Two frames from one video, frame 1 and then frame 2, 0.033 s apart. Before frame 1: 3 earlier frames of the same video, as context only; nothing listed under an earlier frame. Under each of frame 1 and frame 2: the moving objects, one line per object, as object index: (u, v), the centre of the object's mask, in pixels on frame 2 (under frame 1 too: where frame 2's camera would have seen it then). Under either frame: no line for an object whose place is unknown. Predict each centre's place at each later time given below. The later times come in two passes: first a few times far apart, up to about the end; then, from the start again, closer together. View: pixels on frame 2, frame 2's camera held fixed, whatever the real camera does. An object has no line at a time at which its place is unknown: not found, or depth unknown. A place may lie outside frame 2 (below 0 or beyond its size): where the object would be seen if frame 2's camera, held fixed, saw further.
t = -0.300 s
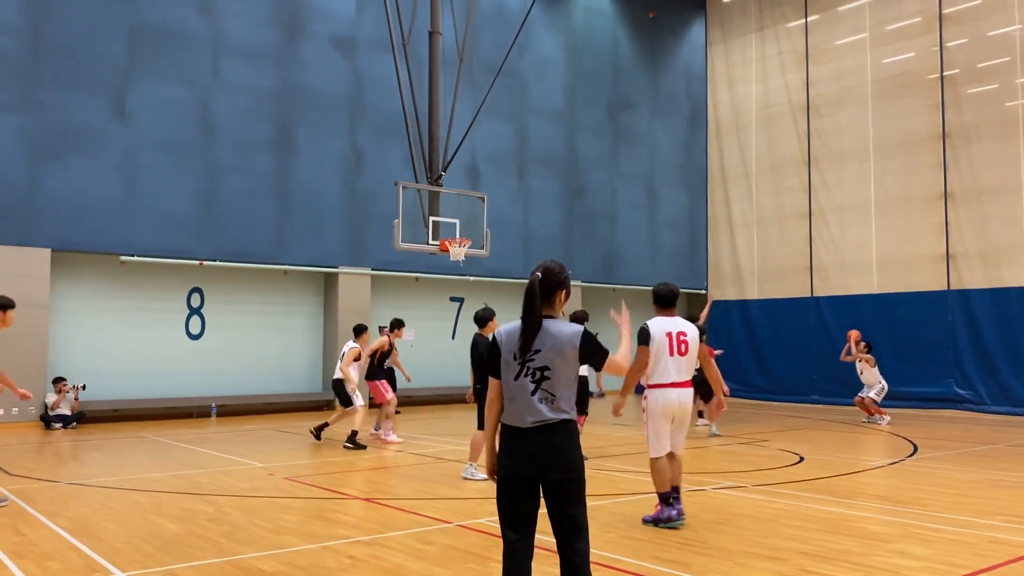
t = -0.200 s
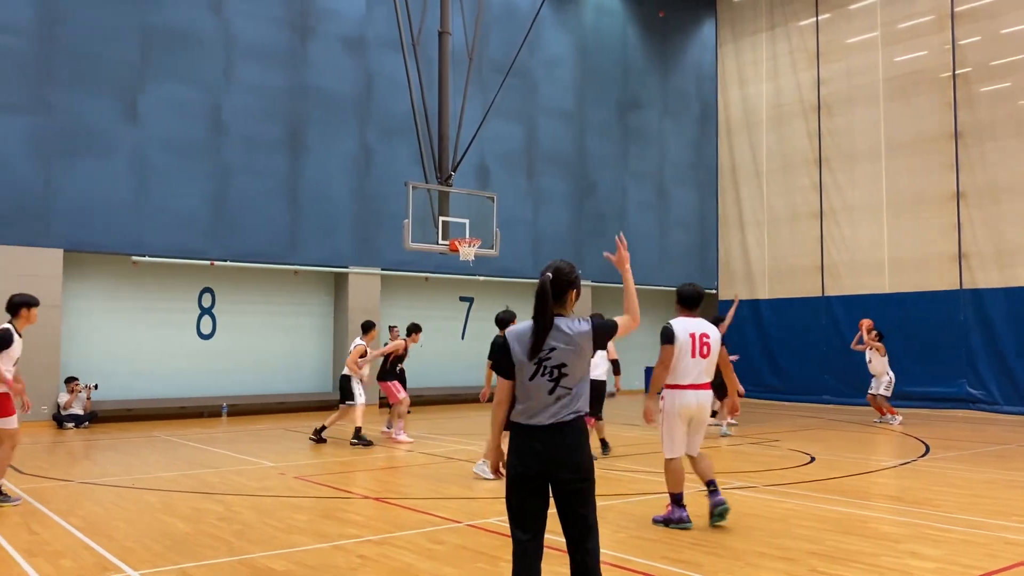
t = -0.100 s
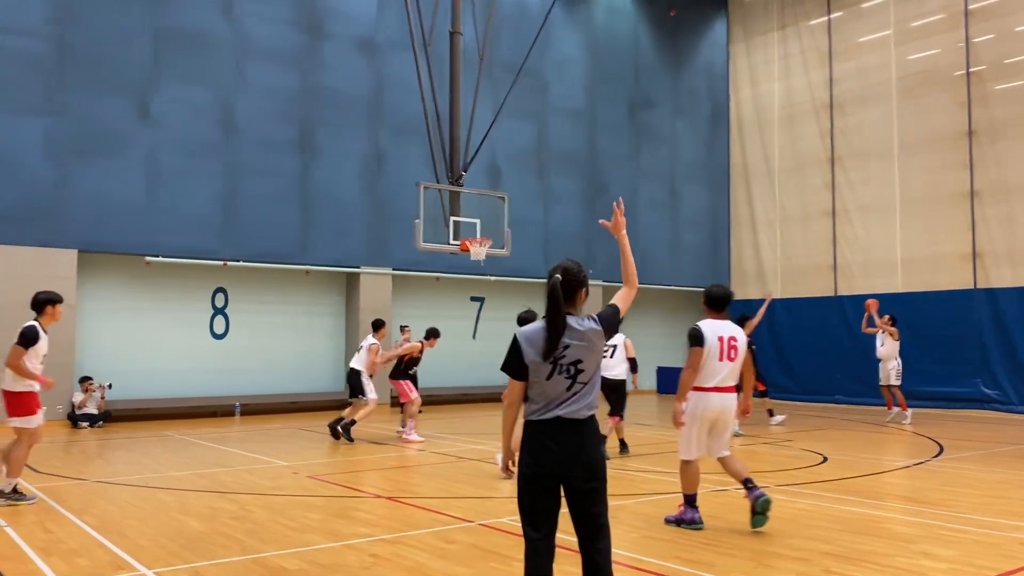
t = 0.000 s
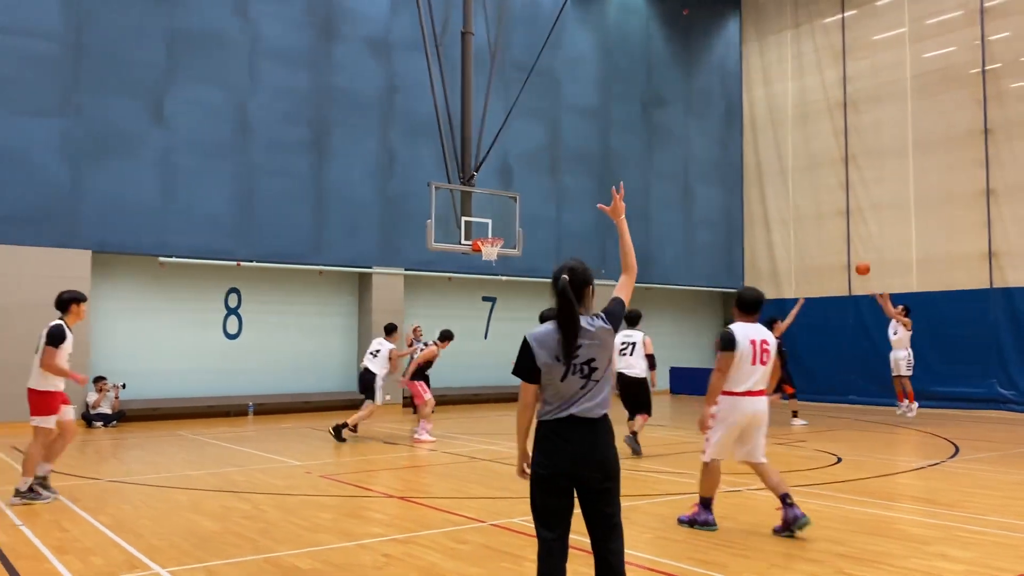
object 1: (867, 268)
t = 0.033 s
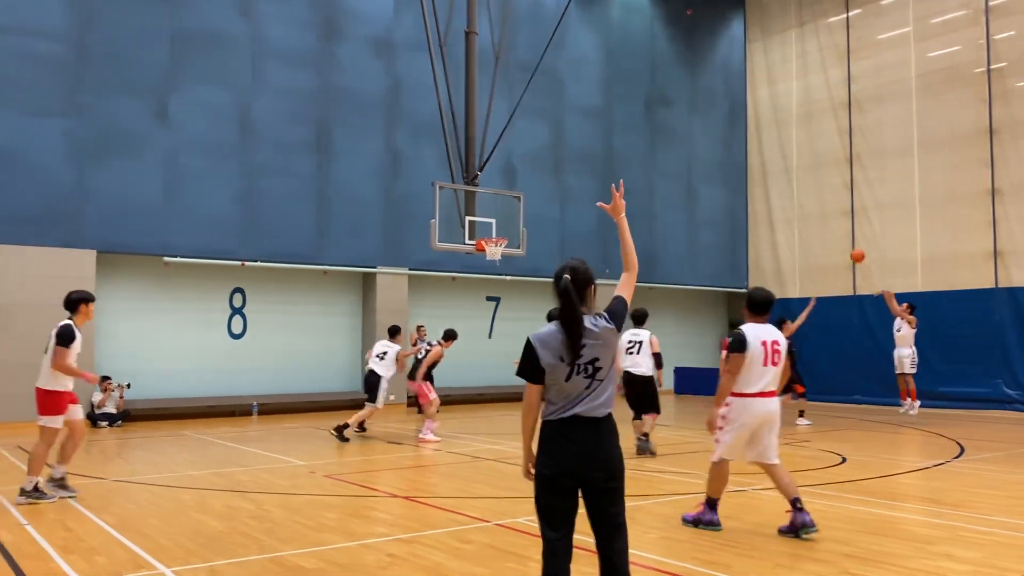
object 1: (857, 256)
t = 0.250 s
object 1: (793, 189)
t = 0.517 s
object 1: (714, 142)
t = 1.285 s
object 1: (486, 233)
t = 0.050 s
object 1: (852, 250)
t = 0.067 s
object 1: (847, 244)
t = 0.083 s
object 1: (843, 238)
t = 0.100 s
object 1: (838, 232)
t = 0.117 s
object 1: (832, 227)
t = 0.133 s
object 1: (828, 222)
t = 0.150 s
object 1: (823, 217)
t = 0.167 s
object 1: (818, 212)
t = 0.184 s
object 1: (813, 207)
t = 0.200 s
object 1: (808, 202)
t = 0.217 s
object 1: (803, 198)
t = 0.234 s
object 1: (799, 194)
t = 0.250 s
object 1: (793, 189)
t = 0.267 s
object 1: (788, 185)
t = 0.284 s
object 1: (784, 181)
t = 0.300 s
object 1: (779, 177)
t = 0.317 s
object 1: (774, 174)
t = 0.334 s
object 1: (769, 170)
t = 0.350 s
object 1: (765, 167)
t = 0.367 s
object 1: (760, 164)
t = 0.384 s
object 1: (755, 161)
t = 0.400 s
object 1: (750, 158)
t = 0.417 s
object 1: (745, 155)
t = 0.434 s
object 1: (740, 152)
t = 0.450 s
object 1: (735, 150)
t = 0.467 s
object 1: (730, 148)
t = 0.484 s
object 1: (724, 146)
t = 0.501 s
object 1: (719, 144)
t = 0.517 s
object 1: (714, 142)
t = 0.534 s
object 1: (709, 141)
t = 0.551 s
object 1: (704, 140)
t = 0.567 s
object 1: (699, 138)
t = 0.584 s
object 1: (694, 137)
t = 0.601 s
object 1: (689, 136)
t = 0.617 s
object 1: (684, 135)
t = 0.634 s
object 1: (679, 135)
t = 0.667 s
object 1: (669, 134)
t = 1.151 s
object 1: (526, 193)
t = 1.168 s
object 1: (521, 197)
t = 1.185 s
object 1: (516, 202)
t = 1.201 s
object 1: (511, 206)
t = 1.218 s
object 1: (506, 212)
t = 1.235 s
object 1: (501, 217)
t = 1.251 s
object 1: (496, 221)
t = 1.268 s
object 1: (491, 228)
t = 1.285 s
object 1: (486, 233)
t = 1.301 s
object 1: (482, 239)
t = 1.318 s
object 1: (476, 244)
